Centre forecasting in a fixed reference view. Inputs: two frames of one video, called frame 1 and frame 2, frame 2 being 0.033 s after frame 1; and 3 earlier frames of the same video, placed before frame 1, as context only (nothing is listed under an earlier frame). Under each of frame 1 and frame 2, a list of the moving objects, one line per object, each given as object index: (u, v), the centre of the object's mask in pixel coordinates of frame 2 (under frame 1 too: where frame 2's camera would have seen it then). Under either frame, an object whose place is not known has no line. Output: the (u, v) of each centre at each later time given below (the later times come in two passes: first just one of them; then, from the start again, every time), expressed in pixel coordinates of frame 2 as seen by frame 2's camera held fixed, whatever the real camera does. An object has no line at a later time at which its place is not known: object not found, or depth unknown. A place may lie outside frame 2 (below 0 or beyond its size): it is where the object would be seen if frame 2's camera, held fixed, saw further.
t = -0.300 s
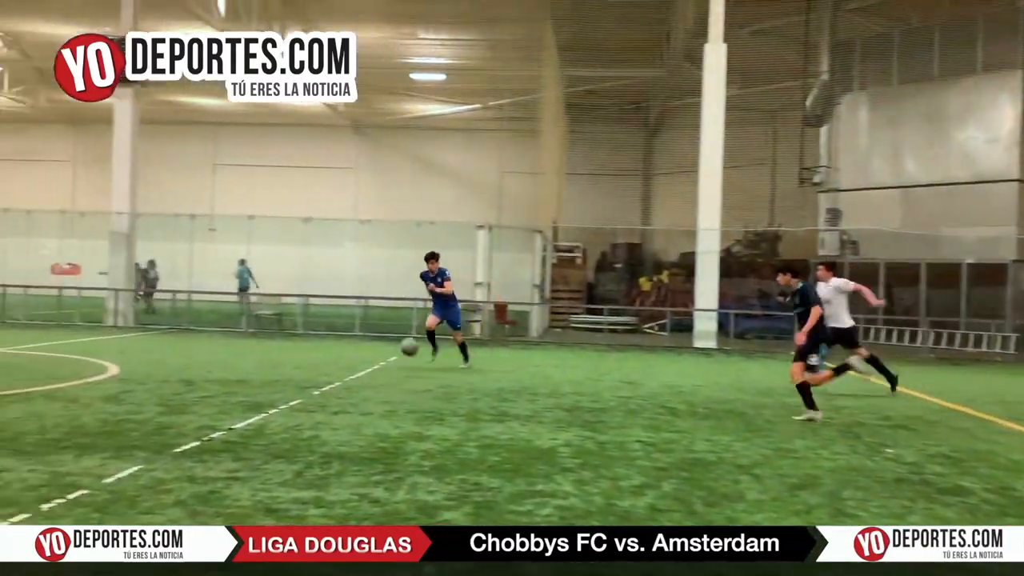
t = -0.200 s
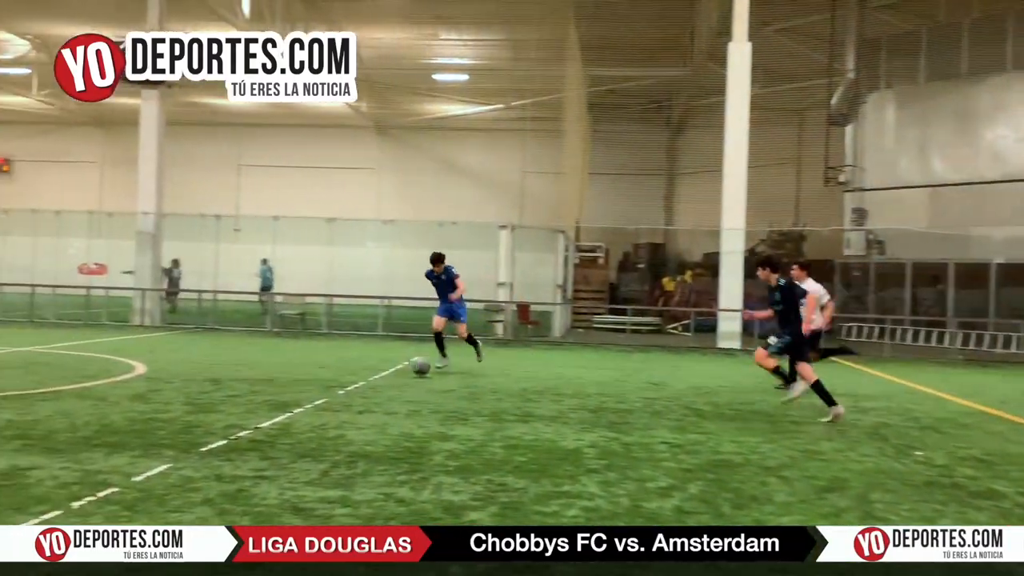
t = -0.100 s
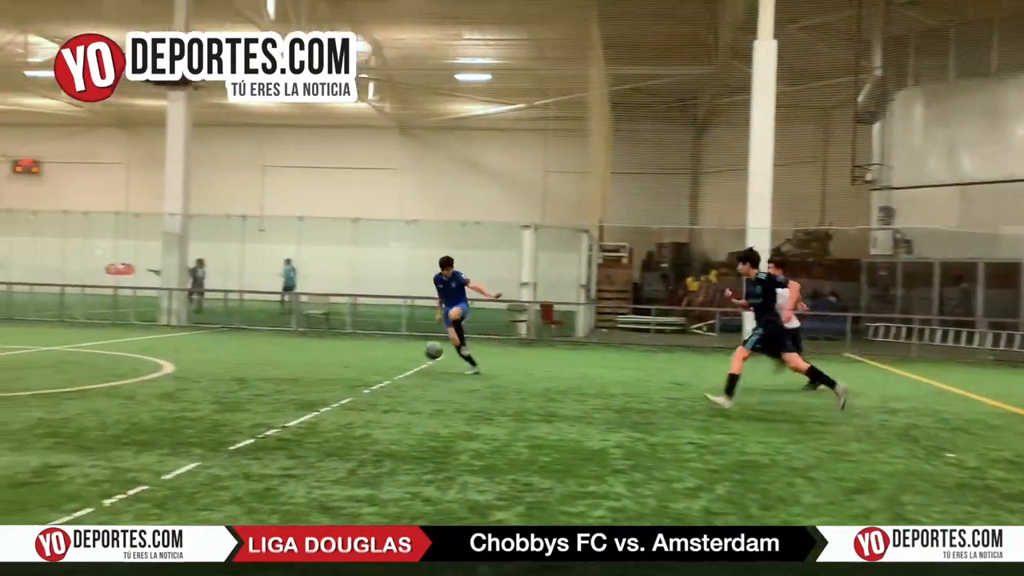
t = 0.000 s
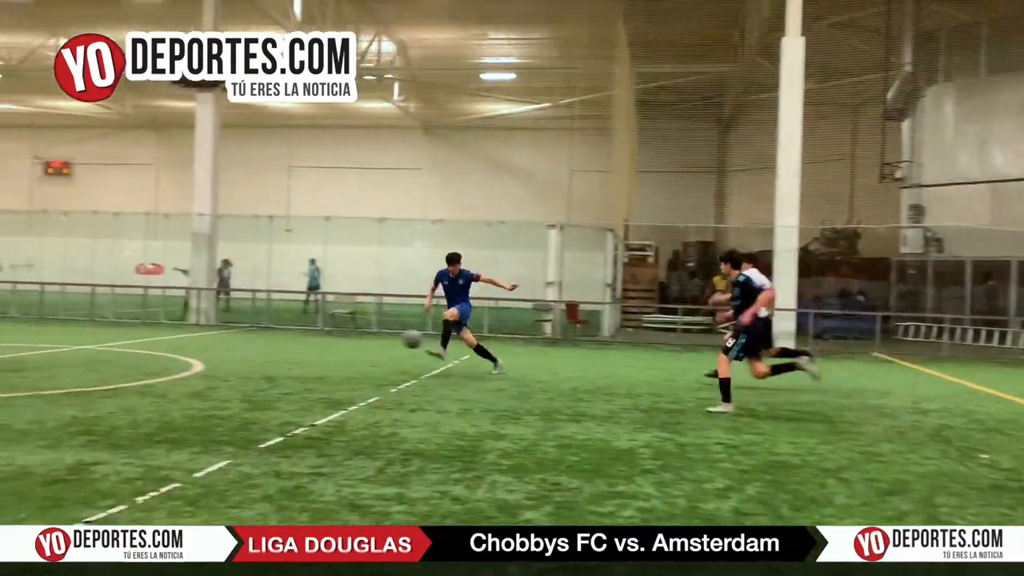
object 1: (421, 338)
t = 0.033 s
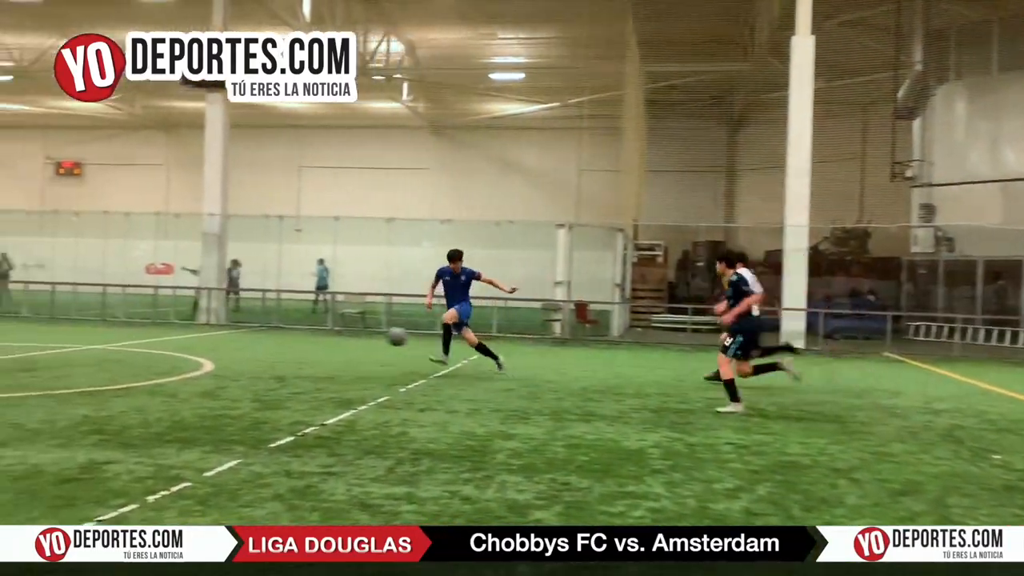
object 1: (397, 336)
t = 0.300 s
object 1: (182, 356)
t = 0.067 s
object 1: (372, 335)
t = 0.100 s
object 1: (346, 335)
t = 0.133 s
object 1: (321, 336)
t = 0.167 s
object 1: (294, 337)
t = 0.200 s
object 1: (268, 340)
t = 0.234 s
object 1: (240, 345)
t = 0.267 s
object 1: (212, 350)
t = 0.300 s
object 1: (182, 356)
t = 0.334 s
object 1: (153, 362)
